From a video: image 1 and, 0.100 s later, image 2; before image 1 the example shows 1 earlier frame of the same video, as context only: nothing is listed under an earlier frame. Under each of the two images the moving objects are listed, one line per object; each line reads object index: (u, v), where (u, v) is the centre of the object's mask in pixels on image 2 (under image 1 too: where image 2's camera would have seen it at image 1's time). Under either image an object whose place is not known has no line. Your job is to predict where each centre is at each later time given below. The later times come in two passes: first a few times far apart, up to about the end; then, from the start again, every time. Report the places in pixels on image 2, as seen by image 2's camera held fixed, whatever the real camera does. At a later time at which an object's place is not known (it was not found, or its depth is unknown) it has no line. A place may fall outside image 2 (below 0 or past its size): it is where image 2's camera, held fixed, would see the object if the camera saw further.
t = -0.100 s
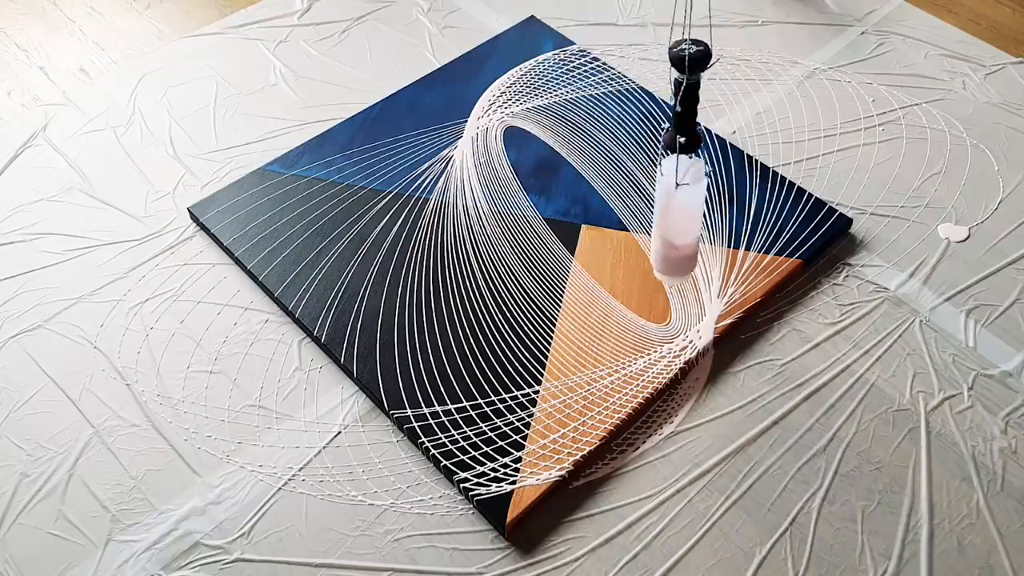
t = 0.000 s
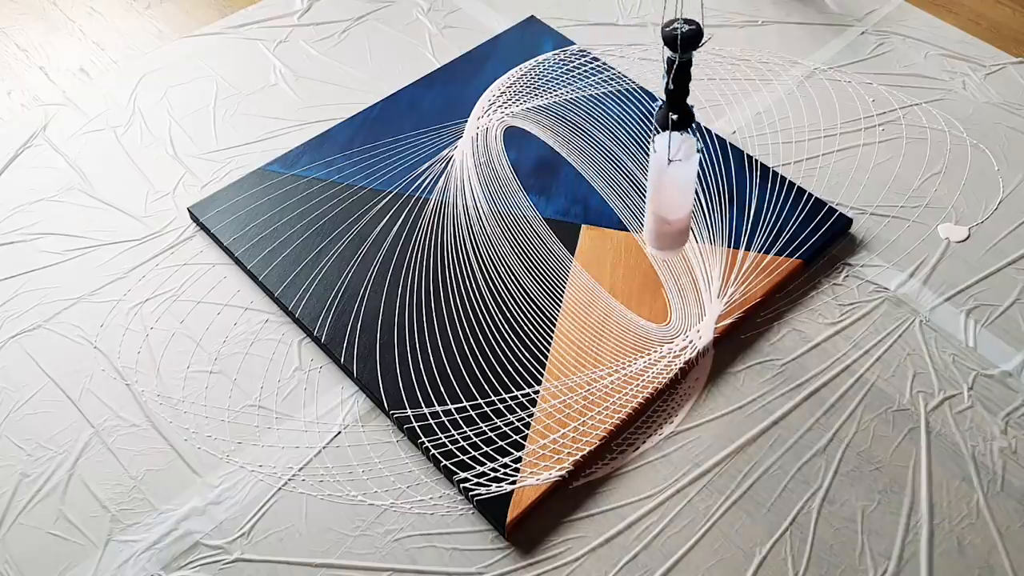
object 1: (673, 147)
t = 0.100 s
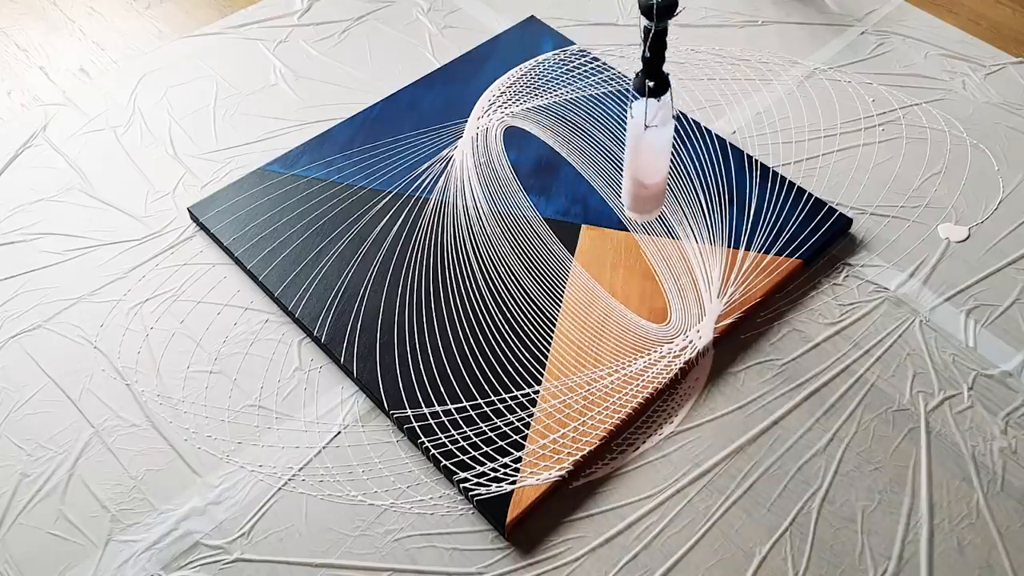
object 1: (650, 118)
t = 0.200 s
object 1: (616, 96)
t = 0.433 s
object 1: (539, 50)
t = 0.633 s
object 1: (509, 47)
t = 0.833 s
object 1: (531, 85)
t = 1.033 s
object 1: (597, 133)
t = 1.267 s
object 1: (670, 176)
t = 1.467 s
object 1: (668, 142)
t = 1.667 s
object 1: (609, 93)
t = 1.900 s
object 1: (537, 49)
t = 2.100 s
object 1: (511, 50)
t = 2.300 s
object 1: (536, 88)
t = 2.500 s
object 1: (603, 136)
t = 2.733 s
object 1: (670, 174)
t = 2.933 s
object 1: (662, 138)
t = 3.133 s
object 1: (604, 91)
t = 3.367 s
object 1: (535, 49)
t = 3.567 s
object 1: (514, 52)
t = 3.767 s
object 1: (542, 90)
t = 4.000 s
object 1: (620, 148)
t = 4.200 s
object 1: (669, 171)
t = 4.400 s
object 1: (657, 132)
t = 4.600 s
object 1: (598, 87)
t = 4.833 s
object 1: (533, 50)
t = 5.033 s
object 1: (517, 55)
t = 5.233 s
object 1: (548, 94)
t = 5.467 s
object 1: (624, 150)
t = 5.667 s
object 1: (668, 169)
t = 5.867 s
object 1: (651, 128)
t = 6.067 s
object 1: (592, 85)
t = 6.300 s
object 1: (532, 49)
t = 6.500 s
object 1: (519, 56)
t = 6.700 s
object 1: (553, 98)
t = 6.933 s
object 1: (628, 151)
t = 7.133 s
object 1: (666, 166)
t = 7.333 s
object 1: (645, 124)
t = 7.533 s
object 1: (587, 82)
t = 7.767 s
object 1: (530, 50)
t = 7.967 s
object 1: (522, 58)
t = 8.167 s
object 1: (559, 101)
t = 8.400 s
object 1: (631, 153)
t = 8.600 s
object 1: (664, 163)
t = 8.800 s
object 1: (640, 122)
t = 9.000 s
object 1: (582, 80)
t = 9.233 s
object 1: (530, 50)
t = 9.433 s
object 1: (526, 61)
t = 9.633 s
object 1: (564, 104)
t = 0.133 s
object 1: (639, 112)
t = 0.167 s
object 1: (628, 105)
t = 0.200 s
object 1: (616, 96)
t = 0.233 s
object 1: (604, 87)
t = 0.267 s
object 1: (592, 79)
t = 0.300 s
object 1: (581, 70)
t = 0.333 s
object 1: (569, 64)
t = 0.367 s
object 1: (558, 58)
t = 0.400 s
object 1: (548, 53)
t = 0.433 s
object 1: (539, 50)
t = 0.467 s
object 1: (531, 47)
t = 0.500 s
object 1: (524, 45)
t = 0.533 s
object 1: (518, 45)
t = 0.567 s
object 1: (513, 45)
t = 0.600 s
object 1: (510, 47)
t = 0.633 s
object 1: (509, 47)
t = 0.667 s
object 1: (509, 50)
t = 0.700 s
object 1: (510, 55)
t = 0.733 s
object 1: (513, 60)
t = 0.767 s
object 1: (517, 68)
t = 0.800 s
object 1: (523, 76)
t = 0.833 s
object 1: (531, 85)
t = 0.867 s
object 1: (539, 94)
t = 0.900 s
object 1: (549, 103)
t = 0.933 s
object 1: (560, 112)
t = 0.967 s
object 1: (572, 118)
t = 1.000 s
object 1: (585, 124)
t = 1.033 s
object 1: (597, 133)
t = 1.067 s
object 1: (610, 144)
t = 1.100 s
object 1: (622, 154)
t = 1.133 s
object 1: (634, 162)
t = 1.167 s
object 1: (645, 168)
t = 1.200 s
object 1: (655, 173)
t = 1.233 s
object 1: (663, 175)
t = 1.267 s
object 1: (670, 176)
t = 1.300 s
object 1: (675, 174)
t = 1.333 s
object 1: (677, 172)
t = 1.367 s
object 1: (678, 166)
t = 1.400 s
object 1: (676, 160)
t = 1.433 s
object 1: (673, 152)
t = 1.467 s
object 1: (668, 142)
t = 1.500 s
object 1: (661, 132)
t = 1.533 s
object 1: (652, 122)
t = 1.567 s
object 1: (643, 116)
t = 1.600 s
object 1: (632, 110)
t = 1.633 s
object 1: (621, 102)
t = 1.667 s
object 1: (609, 93)
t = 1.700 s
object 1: (598, 85)
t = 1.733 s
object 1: (586, 76)
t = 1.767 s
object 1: (575, 68)
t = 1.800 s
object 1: (565, 62)
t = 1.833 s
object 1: (554, 57)
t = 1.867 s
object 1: (545, 52)
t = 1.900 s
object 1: (537, 49)
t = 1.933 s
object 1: (529, 48)
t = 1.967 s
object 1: (523, 47)
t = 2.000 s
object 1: (518, 47)
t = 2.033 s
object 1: (514, 48)
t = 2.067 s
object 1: (512, 48)
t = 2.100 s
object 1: (511, 50)
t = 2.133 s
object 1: (512, 53)
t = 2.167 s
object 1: (514, 58)
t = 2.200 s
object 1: (518, 63)
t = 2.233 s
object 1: (522, 71)
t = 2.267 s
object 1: (529, 79)
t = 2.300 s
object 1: (536, 88)
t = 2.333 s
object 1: (545, 97)
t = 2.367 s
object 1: (556, 106)
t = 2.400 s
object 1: (567, 113)
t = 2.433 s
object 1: (579, 120)
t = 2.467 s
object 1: (591, 126)
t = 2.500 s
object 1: (603, 136)
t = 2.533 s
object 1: (615, 146)
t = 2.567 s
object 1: (627, 156)
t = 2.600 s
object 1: (638, 163)
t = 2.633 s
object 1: (648, 168)
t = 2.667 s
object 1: (657, 172)
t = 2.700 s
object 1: (664, 174)
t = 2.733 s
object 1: (670, 174)
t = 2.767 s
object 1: (674, 172)
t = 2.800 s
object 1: (675, 168)
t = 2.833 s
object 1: (674, 163)
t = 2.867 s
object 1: (672, 156)
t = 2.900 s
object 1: (668, 147)
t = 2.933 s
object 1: (662, 138)
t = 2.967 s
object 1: (655, 127)
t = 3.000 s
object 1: (646, 120)
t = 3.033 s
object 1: (636, 114)
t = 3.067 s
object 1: (626, 107)
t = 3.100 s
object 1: (615, 99)
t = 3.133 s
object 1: (604, 91)
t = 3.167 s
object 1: (593, 82)
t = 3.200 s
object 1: (582, 74)
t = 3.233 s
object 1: (571, 66)
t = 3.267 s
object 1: (561, 61)
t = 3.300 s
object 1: (552, 56)
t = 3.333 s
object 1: (542, 52)
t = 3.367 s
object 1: (535, 49)
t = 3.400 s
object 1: (528, 48)
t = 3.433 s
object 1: (523, 47)
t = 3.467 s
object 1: (518, 47)
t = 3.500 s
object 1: (516, 48)
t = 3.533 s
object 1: (514, 50)
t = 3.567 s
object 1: (514, 52)
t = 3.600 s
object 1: (516, 55)
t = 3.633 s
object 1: (518, 60)
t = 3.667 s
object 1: (522, 66)
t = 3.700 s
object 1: (528, 74)
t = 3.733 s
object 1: (534, 83)
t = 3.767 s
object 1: (542, 90)
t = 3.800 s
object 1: (552, 100)
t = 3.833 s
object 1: (562, 109)
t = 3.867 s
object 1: (573, 115)
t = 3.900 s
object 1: (585, 122)
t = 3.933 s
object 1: (597, 128)
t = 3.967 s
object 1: (609, 139)
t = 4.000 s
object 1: (620, 148)
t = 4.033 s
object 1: (631, 156)
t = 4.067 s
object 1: (641, 163)
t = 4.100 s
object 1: (651, 168)
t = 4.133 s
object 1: (658, 170)
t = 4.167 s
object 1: (664, 172)
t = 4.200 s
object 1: (669, 171)
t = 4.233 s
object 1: (672, 169)
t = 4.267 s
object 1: (672, 164)
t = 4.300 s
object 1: (671, 158)
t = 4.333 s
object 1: (668, 151)
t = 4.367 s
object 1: (663, 142)
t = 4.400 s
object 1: (657, 132)
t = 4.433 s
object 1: (649, 123)
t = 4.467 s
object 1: (640, 117)
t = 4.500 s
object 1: (630, 111)
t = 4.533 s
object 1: (620, 104)
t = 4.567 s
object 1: (609, 95)
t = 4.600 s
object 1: (598, 87)
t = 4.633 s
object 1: (587, 80)
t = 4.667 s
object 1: (577, 71)
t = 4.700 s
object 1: (567, 65)
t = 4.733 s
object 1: (557, 60)
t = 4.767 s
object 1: (548, 56)
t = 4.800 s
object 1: (540, 52)
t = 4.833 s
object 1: (533, 50)
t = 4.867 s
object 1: (527, 48)
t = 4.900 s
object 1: (523, 47)
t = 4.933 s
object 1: (519, 48)
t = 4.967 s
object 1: (517, 50)
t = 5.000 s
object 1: (516, 51)
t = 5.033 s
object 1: (517, 55)
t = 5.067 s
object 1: (519, 58)
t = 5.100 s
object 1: (522, 63)
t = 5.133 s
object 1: (527, 69)
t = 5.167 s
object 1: (533, 78)
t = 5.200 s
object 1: (540, 86)
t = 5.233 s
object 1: (548, 94)
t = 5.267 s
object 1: (558, 103)
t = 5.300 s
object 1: (568, 111)
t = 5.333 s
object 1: (579, 117)
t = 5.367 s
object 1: (590, 123)
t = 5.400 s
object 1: (602, 131)
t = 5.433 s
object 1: (613, 141)
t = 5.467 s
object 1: (624, 150)
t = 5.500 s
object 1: (635, 158)
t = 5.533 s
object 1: (644, 164)
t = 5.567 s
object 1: (652, 168)
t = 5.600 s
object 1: (659, 169)
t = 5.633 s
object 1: (664, 170)
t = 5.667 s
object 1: (668, 169)
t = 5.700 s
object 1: (669, 165)
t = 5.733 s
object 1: (669, 160)
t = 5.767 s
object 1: (667, 154)
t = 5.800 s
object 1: (663, 146)
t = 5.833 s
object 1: (658, 138)
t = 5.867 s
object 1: (651, 128)
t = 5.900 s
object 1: (643, 121)
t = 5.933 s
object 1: (634, 115)
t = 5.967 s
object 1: (624, 108)
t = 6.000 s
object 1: (614, 101)
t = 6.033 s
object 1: (603, 93)
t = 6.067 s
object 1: (592, 85)
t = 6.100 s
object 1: (582, 77)
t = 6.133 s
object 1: (572, 69)
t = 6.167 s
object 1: (562, 63)
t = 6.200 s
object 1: (553, 58)
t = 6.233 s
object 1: (545, 54)
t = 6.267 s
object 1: (538, 52)
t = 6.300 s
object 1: (532, 49)
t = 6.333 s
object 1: (527, 49)
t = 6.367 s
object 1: (522, 48)
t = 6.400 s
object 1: (520, 49)
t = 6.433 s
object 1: (518, 51)
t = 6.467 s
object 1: (518, 52)
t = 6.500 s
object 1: (519, 56)
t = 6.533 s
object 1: (522, 60)
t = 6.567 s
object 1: (526, 66)
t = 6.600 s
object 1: (531, 73)
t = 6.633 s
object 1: (537, 82)
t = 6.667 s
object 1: (545, 90)
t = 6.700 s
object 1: (553, 98)
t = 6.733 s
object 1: (563, 106)
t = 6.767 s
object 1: (573, 113)
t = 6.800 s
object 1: (584, 119)
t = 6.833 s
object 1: (596, 125)
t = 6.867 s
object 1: (607, 134)
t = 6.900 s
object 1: (617, 143)
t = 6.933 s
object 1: (628, 151)
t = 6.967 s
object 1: (637, 158)
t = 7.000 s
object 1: (646, 164)
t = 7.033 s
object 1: (653, 166)
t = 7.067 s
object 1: (659, 168)
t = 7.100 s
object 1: (664, 168)
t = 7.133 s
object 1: (666, 166)
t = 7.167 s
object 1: (667, 163)
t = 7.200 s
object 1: (666, 157)
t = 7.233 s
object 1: (663, 150)
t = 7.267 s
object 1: (658, 143)
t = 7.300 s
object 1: (653, 133)
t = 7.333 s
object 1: (645, 124)
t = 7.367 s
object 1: (637, 118)
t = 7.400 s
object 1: (628, 113)
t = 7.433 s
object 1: (617, 106)
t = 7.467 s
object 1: (607, 98)
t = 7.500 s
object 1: (597, 90)
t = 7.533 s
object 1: (587, 82)
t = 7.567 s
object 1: (576, 75)
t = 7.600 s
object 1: (567, 68)
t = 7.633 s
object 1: (558, 62)
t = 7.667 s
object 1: (550, 58)
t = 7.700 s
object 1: (542, 55)
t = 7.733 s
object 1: (536, 52)
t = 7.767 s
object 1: (530, 50)
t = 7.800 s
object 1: (526, 49)
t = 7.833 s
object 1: (522, 49)
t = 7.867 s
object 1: (520, 50)
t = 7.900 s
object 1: (520, 52)
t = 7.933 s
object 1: (520, 54)
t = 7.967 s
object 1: (522, 58)
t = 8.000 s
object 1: (525, 63)
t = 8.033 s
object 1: (529, 69)
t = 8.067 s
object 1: (535, 77)
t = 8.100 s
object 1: (542, 85)
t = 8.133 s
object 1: (550, 93)
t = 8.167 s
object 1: (559, 101)
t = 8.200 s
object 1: (568, 109)
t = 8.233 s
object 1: (579, 115)
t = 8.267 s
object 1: (589, 121)
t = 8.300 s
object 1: (600, 125)
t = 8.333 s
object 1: (611, 135)
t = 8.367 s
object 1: (621, 145)
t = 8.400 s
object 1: (631, 153)
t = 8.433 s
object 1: (640, 159)
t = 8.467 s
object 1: (648, 163)
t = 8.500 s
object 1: (654, 166)
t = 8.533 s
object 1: (659, 167)
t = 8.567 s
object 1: (662, 166)
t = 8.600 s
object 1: (664, 163)
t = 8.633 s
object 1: (664, 159)
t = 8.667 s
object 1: (662, 153)
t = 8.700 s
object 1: (659, 147)
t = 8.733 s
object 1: (654, 137)
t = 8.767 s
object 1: (647, 129)
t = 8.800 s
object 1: (640, 122)
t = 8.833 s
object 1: (631, 116)
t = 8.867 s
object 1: (622, 111)
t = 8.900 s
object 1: (612, 103)
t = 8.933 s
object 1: (602, 95)
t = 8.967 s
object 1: (592, 88)
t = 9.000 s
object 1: (582, 80)
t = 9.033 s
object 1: (573, 73)
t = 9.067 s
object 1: (564, 66)
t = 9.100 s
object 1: (555, 62)
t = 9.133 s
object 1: (547, 57)
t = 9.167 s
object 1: (540, 54)
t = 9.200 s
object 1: (535, 51)
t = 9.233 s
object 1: (530, 50)
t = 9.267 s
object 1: (526, 50)
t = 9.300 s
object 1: (524, 51)
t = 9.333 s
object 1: (522, 52)
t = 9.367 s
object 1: (522, 54)
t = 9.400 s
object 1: (523, 57)
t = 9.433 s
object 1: (526, 61)
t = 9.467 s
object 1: (529, 66)
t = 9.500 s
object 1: (534, 72)
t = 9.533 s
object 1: (540, 80)
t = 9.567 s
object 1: (547, 88)
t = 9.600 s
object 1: (555, 96)
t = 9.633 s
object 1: (564, 104)
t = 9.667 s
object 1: (574, 112)
